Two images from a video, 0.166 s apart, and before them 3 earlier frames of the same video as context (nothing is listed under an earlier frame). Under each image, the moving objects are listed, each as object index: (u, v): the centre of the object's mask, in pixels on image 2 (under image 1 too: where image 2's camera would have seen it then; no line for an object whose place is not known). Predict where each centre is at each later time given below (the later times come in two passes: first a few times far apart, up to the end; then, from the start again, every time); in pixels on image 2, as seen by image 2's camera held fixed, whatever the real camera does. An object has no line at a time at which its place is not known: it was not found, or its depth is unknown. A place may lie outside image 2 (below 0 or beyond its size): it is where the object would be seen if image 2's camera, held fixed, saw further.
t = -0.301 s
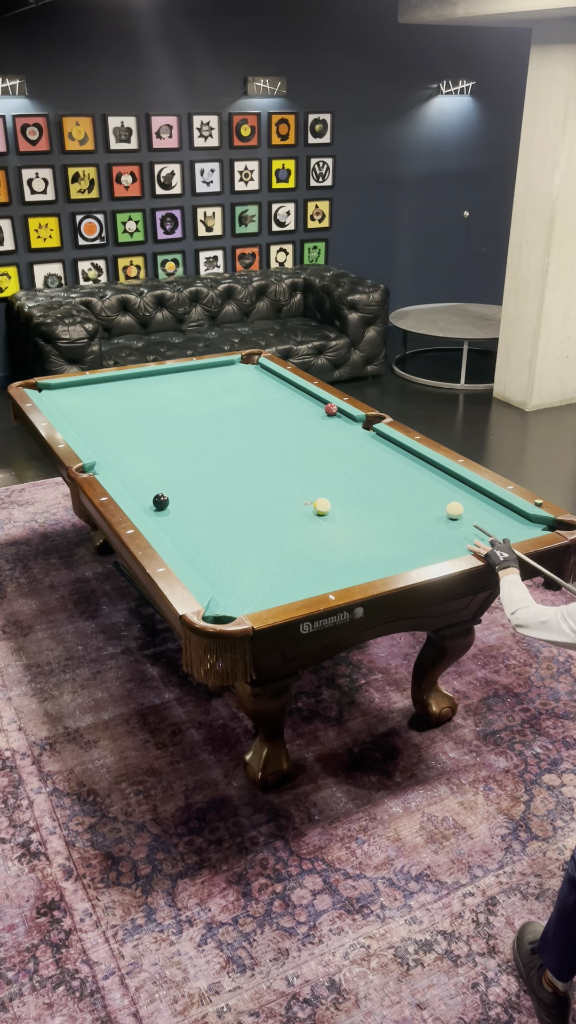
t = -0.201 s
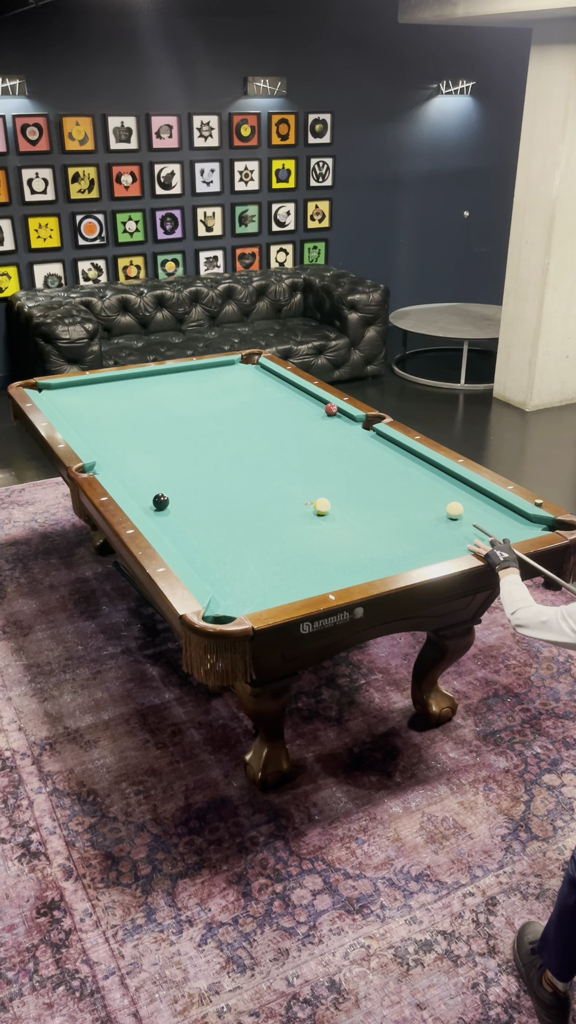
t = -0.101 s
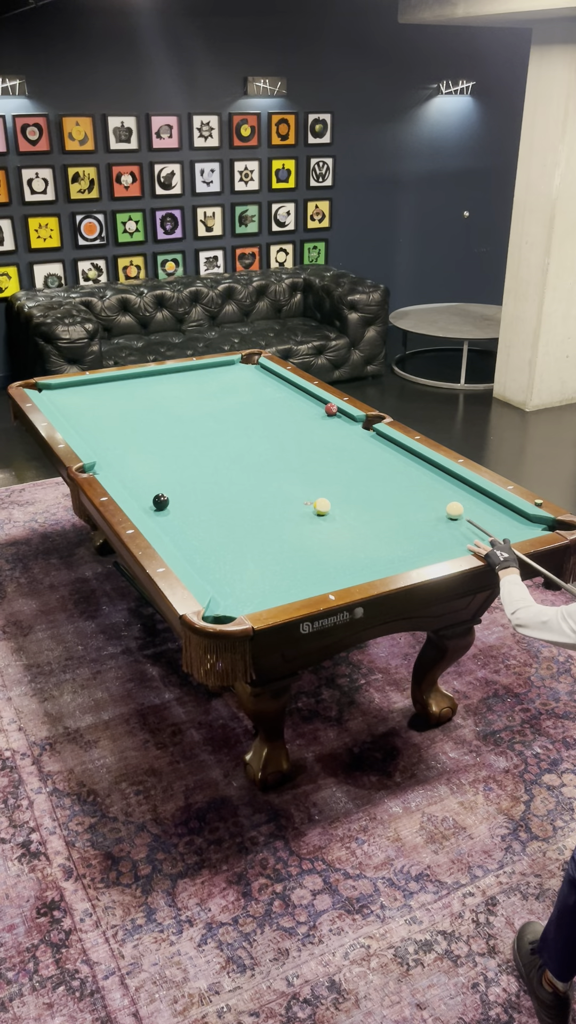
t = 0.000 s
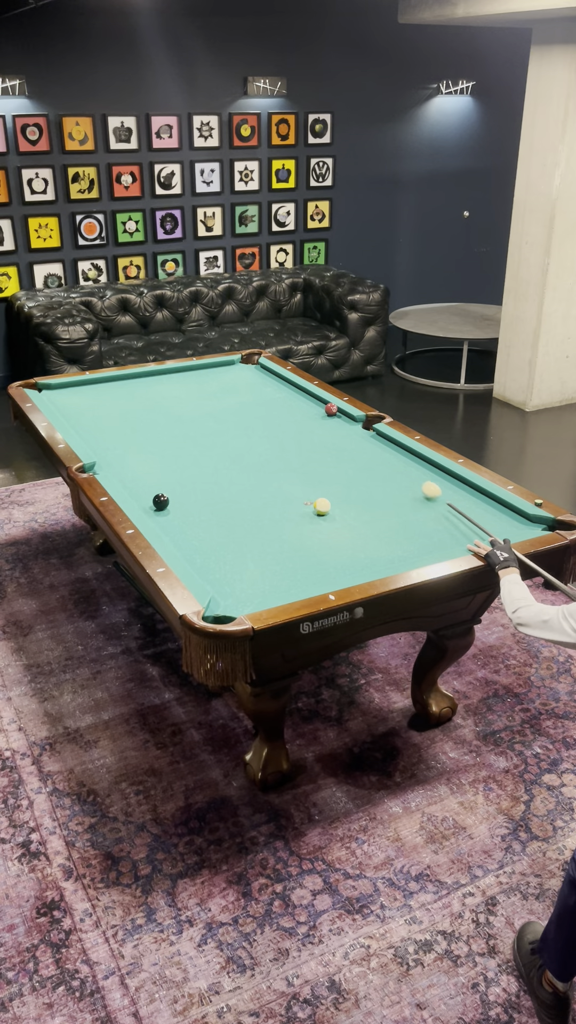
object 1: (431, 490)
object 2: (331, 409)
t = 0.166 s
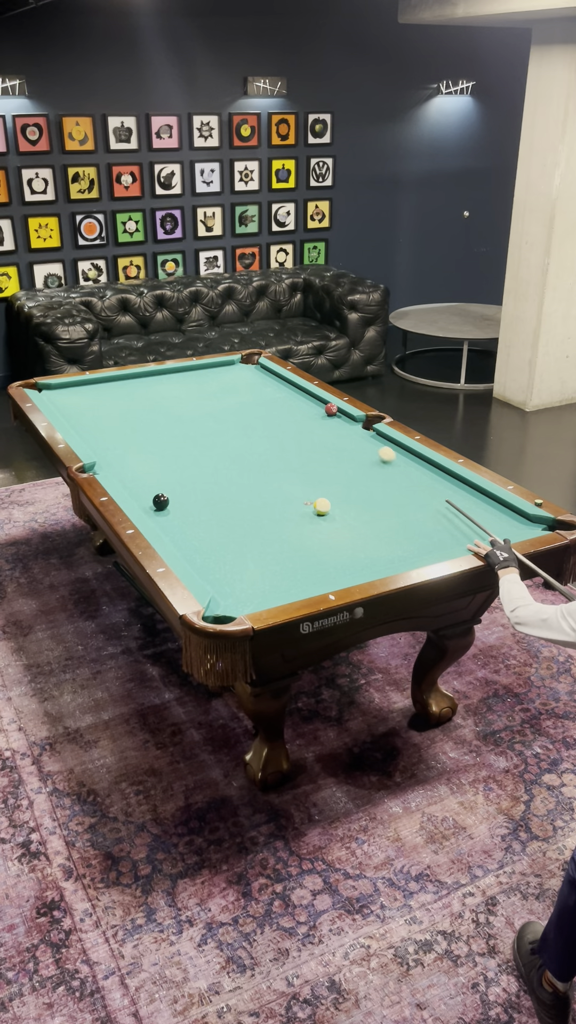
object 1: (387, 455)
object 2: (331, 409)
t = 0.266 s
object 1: (367, 438)
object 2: (331, 409)
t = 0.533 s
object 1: (336, 412)
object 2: (316, 399)
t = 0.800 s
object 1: (325, 405)
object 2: (279, 382)
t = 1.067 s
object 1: (312, 399)
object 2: (248, 367)
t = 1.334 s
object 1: (300, 394)
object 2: (240, 366)
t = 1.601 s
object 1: (289, 389)
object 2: (249, 374)
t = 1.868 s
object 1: (279, 385)
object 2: (257, 382)
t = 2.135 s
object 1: (270, 380)
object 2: (265, 390)
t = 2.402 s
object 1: (261, 378)
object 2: (274, 397)
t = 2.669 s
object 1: (253, 375)
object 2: (282, 405)
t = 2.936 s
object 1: (246, 372)
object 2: (290, 412)
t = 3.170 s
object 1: (241, 370)
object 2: (297, 418)
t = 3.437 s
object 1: (236, 368)
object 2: (304, 425)
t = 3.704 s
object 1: (232, 366)
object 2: (310, 432)
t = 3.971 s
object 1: (228, 365)
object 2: (317, 437)
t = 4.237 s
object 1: (226, 364)
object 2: (322, 443)
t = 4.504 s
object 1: (225, 363)
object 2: (327, 448)
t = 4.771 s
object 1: (226, 363)
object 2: (331, 452)
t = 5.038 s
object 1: (227, 363)
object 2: (335, 456)
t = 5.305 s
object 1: (227, 363)
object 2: (339, 458)
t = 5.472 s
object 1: (227, 363)
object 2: (341, 460)
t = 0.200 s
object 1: (380, 449)
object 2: (331, 409)
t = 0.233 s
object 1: (373, 443)
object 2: (331, 409)
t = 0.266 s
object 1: (367, 438)
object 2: (331, 409)
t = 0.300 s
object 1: (360, 433)
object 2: (331, 409)
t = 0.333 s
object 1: (354, 428)
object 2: (331, 409)
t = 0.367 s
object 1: (348, 423)
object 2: (331, 409)
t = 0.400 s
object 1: (343, 418)
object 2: (331, 409)
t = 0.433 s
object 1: (337, 414)
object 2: (329, 408)
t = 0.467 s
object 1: (337, 413)
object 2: (326, 406)
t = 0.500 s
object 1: (337, 413)
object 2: (321, 402)
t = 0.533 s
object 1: (336, 412)
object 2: (316, 399)
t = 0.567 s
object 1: (336, 412)
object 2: (310, 396)
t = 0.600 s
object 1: (335, 411)
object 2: (305, 394)
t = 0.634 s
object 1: (334, 410)
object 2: (300, 392)
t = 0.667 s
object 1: (332, 409)
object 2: (296, 389)
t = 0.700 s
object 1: (331, 408)
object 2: (292, 387)
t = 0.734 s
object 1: (329, 407)
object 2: (287, 386)
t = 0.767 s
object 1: (327, 406)
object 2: (283, 384)
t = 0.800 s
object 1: (325, 405)
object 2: (279, 382)
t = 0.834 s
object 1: (323, 405)
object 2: (275, 380)
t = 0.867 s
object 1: (322, 404)
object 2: (271, 378)
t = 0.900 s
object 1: (320, 403)
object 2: (267, 376)
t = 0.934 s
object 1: (318, 402)
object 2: (263, 374)
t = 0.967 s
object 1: (317, 401)
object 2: (260, 373)
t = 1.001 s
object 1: (315, 401)
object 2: (256, 371)
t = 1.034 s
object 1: (313, 400)
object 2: (252, 369)
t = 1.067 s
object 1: (312, 399)
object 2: (248, 367)
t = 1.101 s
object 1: (310, 398)
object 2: (245, 366)
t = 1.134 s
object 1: (309, 398)
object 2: (241, 364)
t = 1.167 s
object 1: (307, 397)
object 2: (238, 363)
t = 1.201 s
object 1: (306, 396)
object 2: (235, 361)
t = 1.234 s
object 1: (304, 396)
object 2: (236, 363)
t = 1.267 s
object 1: (302, 395)
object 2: (238, 364)
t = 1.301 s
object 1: (301, 394)
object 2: (239, 365)
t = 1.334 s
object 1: (300, 394)
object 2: (240, 366)
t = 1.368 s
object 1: (298, 393)
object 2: (241, 367)
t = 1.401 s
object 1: (297, 392)
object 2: (242, 368)
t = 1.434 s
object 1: (295, 392)
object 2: (243, 369)
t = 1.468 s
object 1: (294, 391)
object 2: (244, 370)
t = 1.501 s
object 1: (293, 391)
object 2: (245, 371)
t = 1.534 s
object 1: (291, 390)
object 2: (247, 372)
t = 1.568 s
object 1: (290, 390)
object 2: (248, 373)
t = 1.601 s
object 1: (289, 389)
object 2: (249, 374)
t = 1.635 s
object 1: (287, 388)
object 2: (250, 375)
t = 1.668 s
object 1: (286, 388)
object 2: (251, 376)
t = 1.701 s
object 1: (285, 387)
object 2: (252, 377)
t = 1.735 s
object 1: (284, 387)
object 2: (253, 378)
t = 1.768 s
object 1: (282, 386)
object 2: (254, 379)
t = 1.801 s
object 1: (281, 386)
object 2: (255, 380)
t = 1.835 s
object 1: (280, 385)
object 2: (256, 381)
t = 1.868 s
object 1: (279, 385)
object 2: (257, 382)
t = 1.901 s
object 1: (278, 384)
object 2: (258, 383)
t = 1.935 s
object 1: (276, 384)
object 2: (259, 384)
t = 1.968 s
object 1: (275, 383)
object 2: (260, 385)
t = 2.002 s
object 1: (274, 383)
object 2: (261, 386)
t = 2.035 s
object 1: (273, 382)
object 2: (262, 387)
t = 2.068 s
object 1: (272, 381)
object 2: (263, 388)
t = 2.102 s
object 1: (271, 381)
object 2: (264, 389)
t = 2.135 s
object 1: (270, 380)
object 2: (265, 390)
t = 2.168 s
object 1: (268, 380)
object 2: (266, 391)
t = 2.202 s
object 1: (267, 380)
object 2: (267, 391)
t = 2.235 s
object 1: (266, 380)
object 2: (268, 392)
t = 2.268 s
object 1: (265, 379)
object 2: (270, 394)
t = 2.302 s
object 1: (264, 379)
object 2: (271, 395)
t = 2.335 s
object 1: (263, 378)
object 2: (272, 396)
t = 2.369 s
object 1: (262, 378)
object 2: (273, 397)
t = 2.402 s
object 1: (261, 378)
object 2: (274, 397)
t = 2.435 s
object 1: (260, 377)
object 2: (275, 398)
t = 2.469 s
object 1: (259, 377)
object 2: (276, 399)
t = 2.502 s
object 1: (258, 376)
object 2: (277, 400)
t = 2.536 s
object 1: (257, 376)
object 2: (278, 401)
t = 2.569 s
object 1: (256, 376)
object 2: (279, 402)
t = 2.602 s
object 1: (255, 375)
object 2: (280, 403)
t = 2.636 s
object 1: (254, 375)
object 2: (281, 404)
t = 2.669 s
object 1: (253, 375)
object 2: (282, 405)
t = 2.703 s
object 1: (252, 374)
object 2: (283, 406)
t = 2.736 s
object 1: (251, 374)
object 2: (284, 407)
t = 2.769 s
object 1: (250, 374)
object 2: (285, 408)
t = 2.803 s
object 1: (250, 373)
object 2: (286, 409)
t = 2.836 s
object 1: (249, 373)
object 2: (287, 409)
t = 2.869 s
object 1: (248, 373)
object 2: (288, 410)
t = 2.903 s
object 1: (247, 372)
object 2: (289, 411)
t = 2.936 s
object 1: (246, 372)
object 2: (290, 412)
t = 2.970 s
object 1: (246, 372)
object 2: (291, 413)
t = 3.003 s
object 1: (245, 372)
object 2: (292, 414)
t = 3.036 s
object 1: (244, 371)
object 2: (293, 415)
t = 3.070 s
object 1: (243, 371)
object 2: (294, 416)
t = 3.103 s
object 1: (243, 371)
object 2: (295, 417)
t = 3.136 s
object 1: (242, 370)
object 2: (296, 418)
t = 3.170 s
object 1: (241, 370)
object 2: (297, 418)
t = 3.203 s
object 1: (240, 370)
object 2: (297, 419)
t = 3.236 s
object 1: (239, 369)
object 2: (298, 420)
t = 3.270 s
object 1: (239, 369)
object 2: (299, 421)
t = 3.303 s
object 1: (238, 369)
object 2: (300, 422)
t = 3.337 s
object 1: (238, 369)
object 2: (301, 423)
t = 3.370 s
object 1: (237, 369)
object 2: (302, 423)
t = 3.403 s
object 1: (237, 368)
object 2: (303, 424)
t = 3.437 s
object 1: (236, 368)
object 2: (304, 425)
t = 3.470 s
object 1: (235, 368)
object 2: (305, 426)
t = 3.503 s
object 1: (235, 368)
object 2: (305, 427)
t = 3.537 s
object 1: (234, 367)
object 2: (306, 428)
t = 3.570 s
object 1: (234, 367)
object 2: (307, 429)
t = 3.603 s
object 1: (233, 367)
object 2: (308, 429)
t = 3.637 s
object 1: (233, 367)
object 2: (309, 430)
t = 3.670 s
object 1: (232, 366)
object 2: (310, 431)
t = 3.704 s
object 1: (232, 366)
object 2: (310, 432)
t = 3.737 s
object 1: (231, 366)
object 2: (311, 432)
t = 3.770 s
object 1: (231, 366)
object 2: (312, 433)
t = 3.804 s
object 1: (230, 366)
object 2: (313, 434)
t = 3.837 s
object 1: (230, 365)
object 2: (314, 435)
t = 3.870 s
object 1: (229, 365)
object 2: (314, 435)
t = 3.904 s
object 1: (229, 365)
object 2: (315, 436)
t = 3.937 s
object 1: (229, 365)
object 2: (316, 437)
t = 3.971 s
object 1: (228, 365)
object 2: (317, 437)
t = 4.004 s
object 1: (228, 365)
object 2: (318, 438)
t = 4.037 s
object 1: (228, 364)
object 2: (318, 439)
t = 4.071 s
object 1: (227, 364)
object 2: (319, 440)
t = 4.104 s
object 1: (227, 364)
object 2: (320, 440)
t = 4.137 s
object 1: (227, 364)
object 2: (320, 441)
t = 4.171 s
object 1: (227, 364)
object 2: (321, 442)
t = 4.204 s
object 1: (226, 364)
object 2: (322, 442)
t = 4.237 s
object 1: (226, 364)
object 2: (322, 443)
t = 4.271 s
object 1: (226, 364)
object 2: (323, 444)
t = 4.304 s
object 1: (226, 363)
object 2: (324, 444)
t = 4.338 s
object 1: (226, 363)
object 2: (324, 445)
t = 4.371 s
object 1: (225, 363)
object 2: (325, 445)
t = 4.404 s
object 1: (225, 363)
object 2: (325, 446)
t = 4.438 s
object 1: (225, 363)
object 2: (326, 447)
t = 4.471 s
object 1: (225, 363)
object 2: (326, 447)
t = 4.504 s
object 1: (225, 363)
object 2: (327, 448)
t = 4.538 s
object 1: (225, 363)
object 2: (328, 448)
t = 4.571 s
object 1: (226, 363)
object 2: (328, 449)
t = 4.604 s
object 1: (226, 363)
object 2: (329, 449)
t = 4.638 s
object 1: (226, 363)
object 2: (329, 450)
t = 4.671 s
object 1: (226, 363)
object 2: (330, 451)
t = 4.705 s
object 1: (226, 363)
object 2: (330, 451)
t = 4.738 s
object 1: (226, 363)
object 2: (331, 452)
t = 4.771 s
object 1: (226, 363)
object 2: (331, 452)
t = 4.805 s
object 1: (226, 363)
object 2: (332, 452)
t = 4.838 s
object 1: (227, 363)
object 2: (332, 453)
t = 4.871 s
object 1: (227, 363)
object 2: (333, 453)
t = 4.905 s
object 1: (227, 363)
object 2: (333, 454)
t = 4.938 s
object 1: (227, 363)
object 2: (334, 454)
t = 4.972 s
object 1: (227, 363)
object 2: (334, 455)
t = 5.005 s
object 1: (227, 363)
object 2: (335, 455)
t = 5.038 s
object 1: (227, 363)
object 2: (335, 456)
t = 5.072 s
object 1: (227, 363)
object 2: (336, 456)
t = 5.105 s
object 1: (227, 363)
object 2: (336, 456)
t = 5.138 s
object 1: (227, 363)
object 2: (336, 457)
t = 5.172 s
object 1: (227, 363)
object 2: (337, 457)
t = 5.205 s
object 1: (227, 363)
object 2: (337, 458)
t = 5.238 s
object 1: (227, 363)
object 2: (338, 458)
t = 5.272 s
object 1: (227, 363)
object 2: (338, 458)
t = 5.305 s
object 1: (227, 363)
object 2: (339, 458)
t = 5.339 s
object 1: (227, 363)
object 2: (339, 459)
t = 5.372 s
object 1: (227, 363)
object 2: (340, 459)
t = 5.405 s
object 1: (227, 363)
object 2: (340, 459)
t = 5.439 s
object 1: (227, 363)
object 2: (340, 459)
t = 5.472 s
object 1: (227, 363)
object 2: (341, 460)
